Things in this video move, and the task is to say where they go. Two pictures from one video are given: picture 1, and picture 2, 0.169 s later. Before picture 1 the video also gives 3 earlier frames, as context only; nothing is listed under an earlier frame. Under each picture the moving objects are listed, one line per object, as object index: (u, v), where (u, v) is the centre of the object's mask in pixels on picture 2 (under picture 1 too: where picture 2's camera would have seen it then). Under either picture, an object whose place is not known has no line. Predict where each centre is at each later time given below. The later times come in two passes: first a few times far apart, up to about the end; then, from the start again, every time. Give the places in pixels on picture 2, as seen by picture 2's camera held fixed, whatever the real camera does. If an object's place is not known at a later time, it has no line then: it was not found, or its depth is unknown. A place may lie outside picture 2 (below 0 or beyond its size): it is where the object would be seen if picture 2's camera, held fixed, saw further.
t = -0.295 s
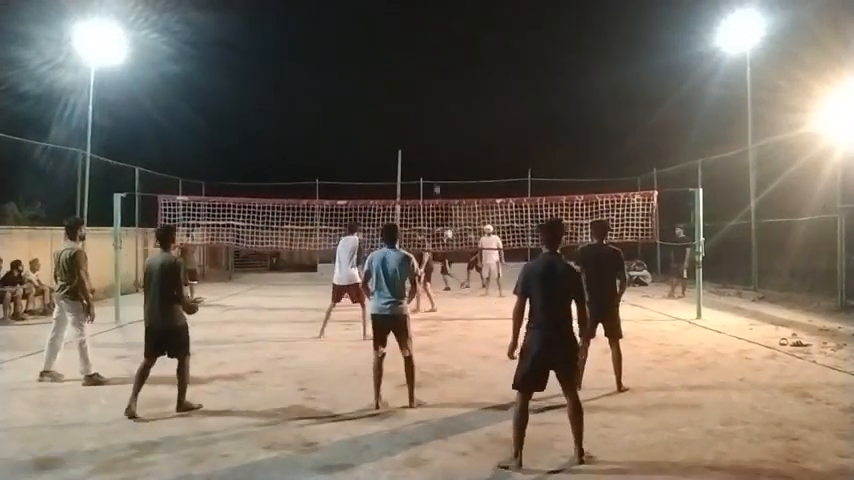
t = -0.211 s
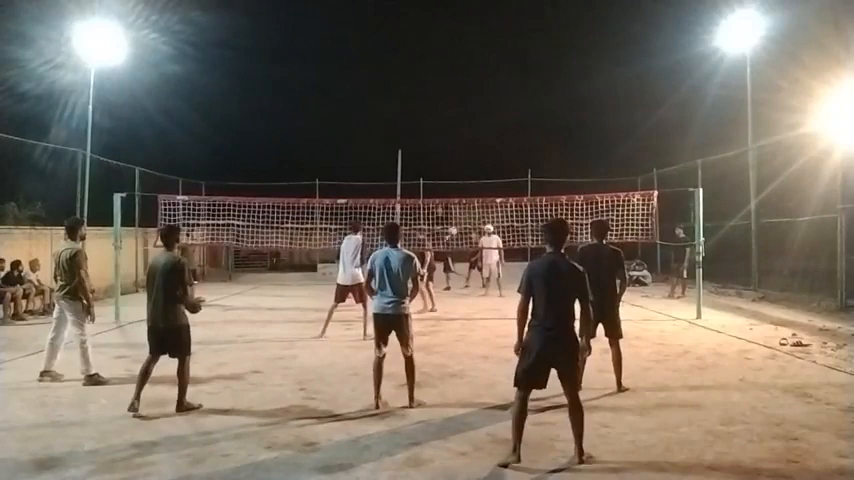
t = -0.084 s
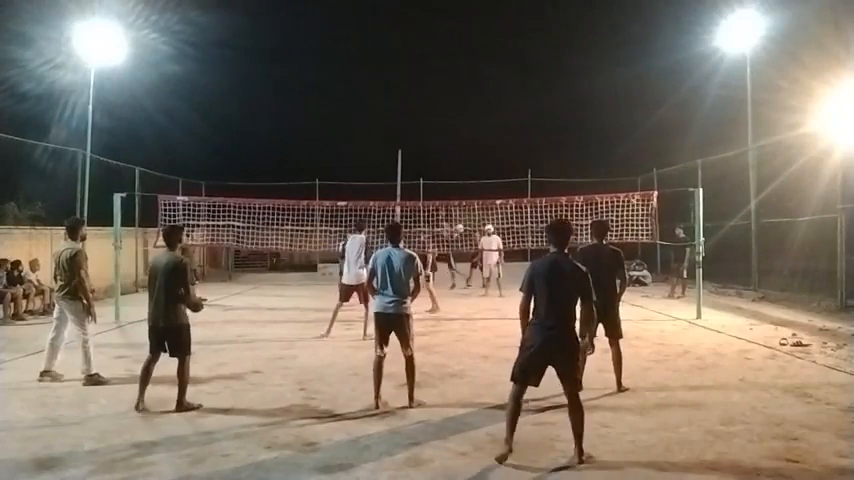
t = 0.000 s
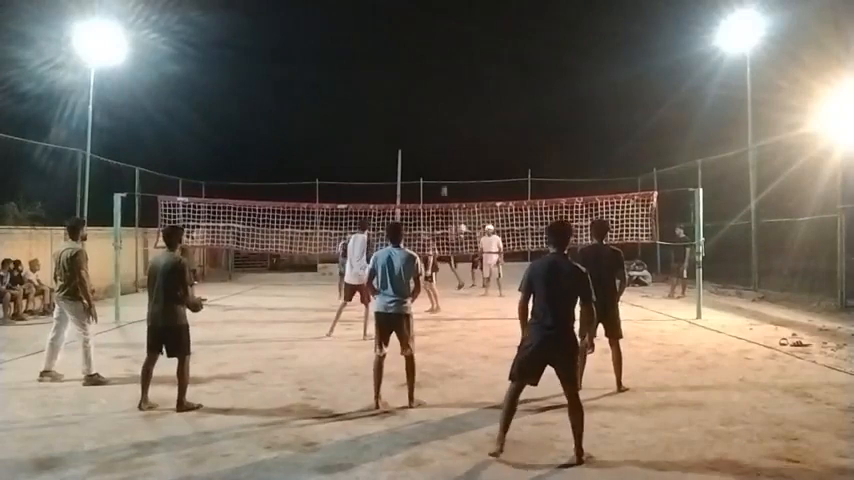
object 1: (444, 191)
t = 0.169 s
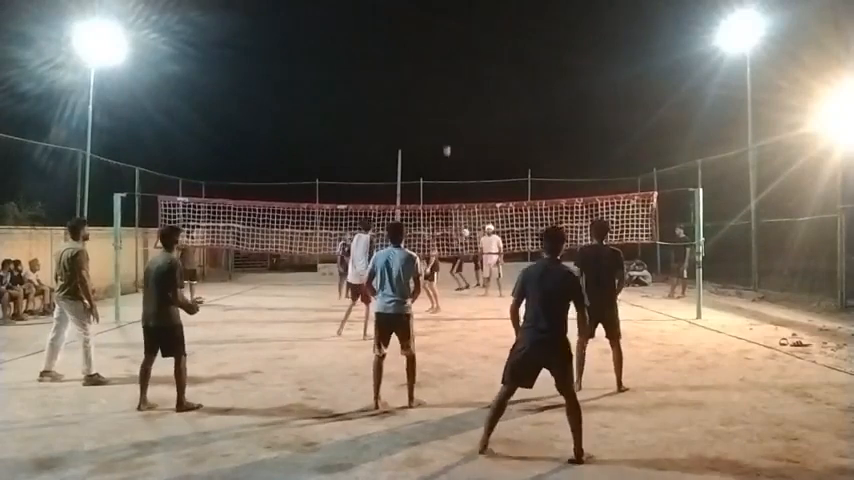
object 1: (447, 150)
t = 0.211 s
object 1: (447, 141)
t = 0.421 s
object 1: (451, 100)
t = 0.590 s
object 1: (454, 75)
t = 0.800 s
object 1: (458, 59)
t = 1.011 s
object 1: (463, 69)
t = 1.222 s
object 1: (471, 122)
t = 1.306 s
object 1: (476, 162)
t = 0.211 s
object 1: (447, 141)
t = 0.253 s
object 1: (448, 133)
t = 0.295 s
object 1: (449, 123)
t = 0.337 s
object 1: (450, 115)
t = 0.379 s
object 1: (450, 107)
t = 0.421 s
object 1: (451, 100)
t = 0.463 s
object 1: (452, 93)
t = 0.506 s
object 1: (453, 86)
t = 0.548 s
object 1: (453, 80)
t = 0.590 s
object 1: (454, 75)
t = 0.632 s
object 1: (455, 70)
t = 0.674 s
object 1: (456, 66)
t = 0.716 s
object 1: (456, 63)
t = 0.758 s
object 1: (457, 60)
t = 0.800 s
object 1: (458, 59)
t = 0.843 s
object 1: (459, 59)
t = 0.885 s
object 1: (460, 59)
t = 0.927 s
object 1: (461, 61)
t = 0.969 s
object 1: (462, 64)
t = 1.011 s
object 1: (463, 69)
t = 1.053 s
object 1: (465, 76)
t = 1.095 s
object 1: (466, 84)
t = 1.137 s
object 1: (468, 94)
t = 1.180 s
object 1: (469, 106)
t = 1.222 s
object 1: (471, 122)
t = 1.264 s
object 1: (473, 141)
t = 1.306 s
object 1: (476, 162)
